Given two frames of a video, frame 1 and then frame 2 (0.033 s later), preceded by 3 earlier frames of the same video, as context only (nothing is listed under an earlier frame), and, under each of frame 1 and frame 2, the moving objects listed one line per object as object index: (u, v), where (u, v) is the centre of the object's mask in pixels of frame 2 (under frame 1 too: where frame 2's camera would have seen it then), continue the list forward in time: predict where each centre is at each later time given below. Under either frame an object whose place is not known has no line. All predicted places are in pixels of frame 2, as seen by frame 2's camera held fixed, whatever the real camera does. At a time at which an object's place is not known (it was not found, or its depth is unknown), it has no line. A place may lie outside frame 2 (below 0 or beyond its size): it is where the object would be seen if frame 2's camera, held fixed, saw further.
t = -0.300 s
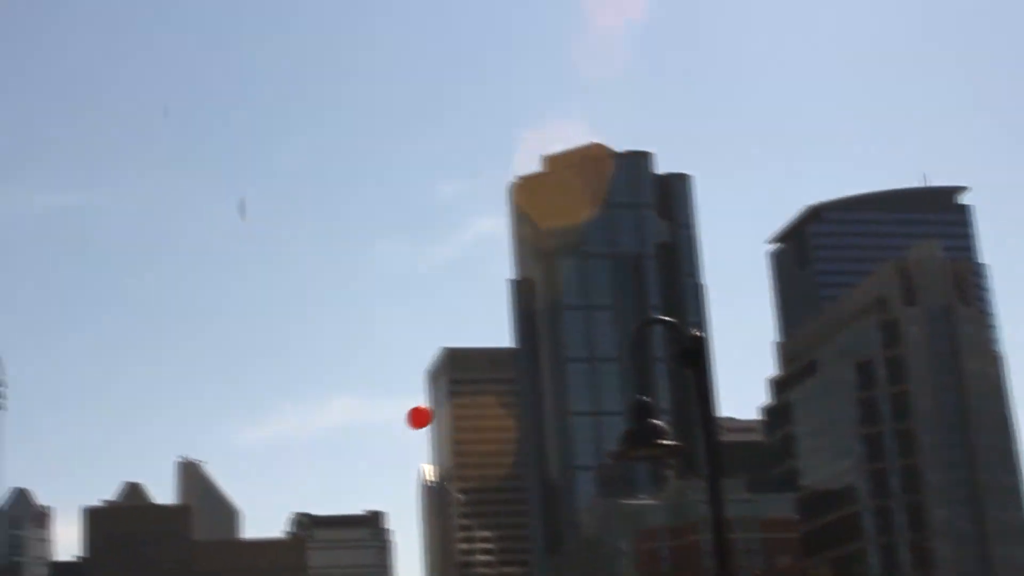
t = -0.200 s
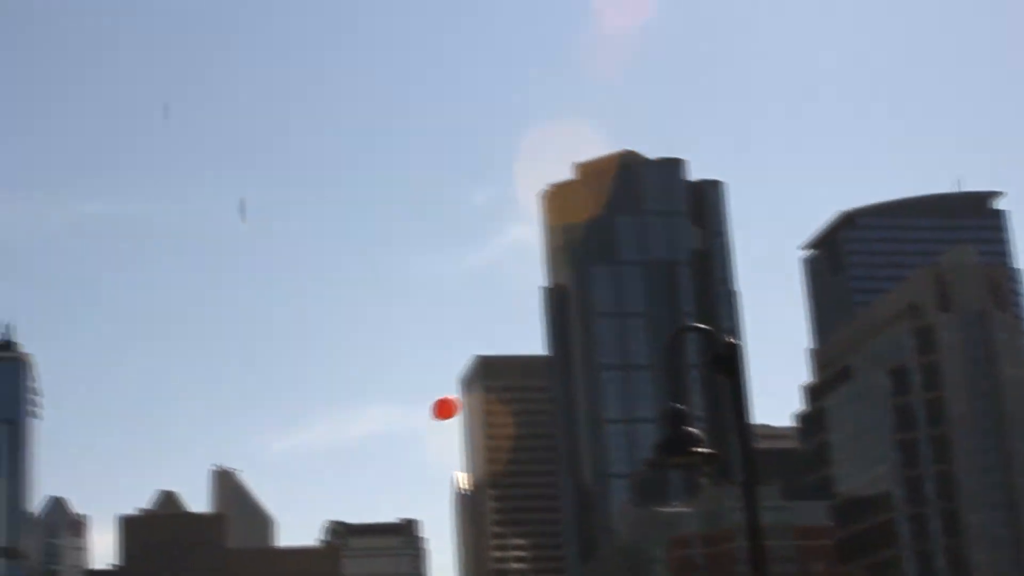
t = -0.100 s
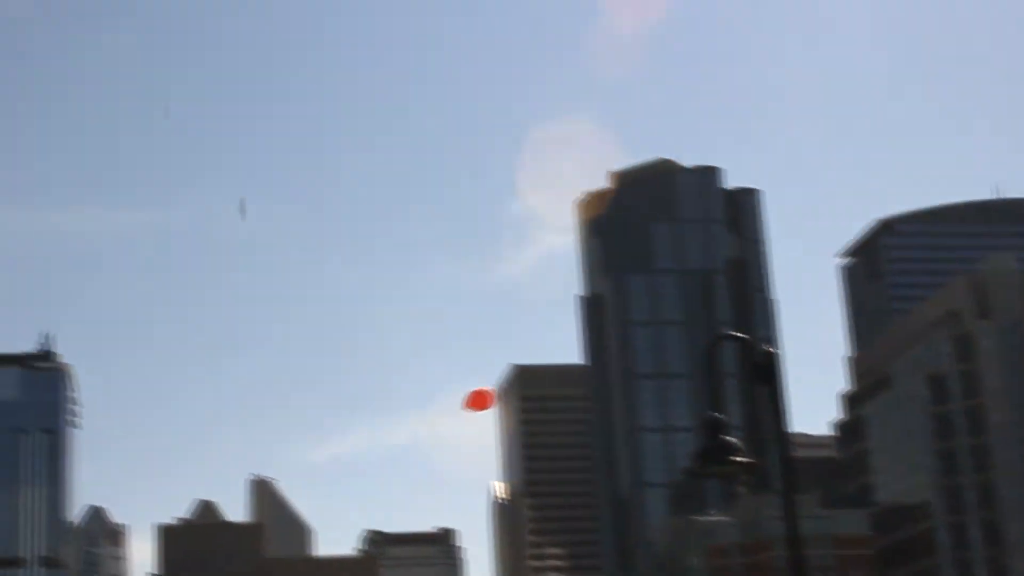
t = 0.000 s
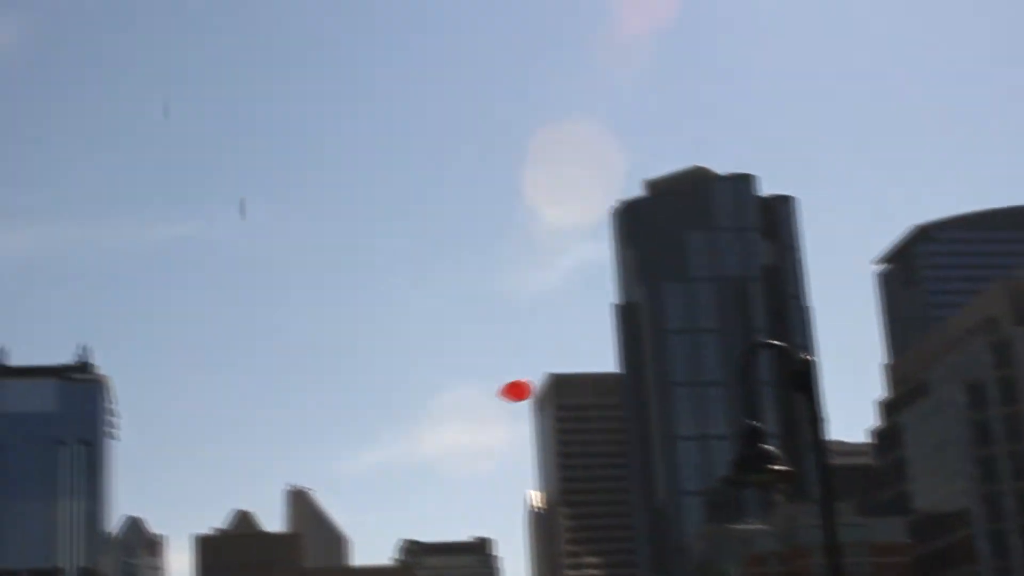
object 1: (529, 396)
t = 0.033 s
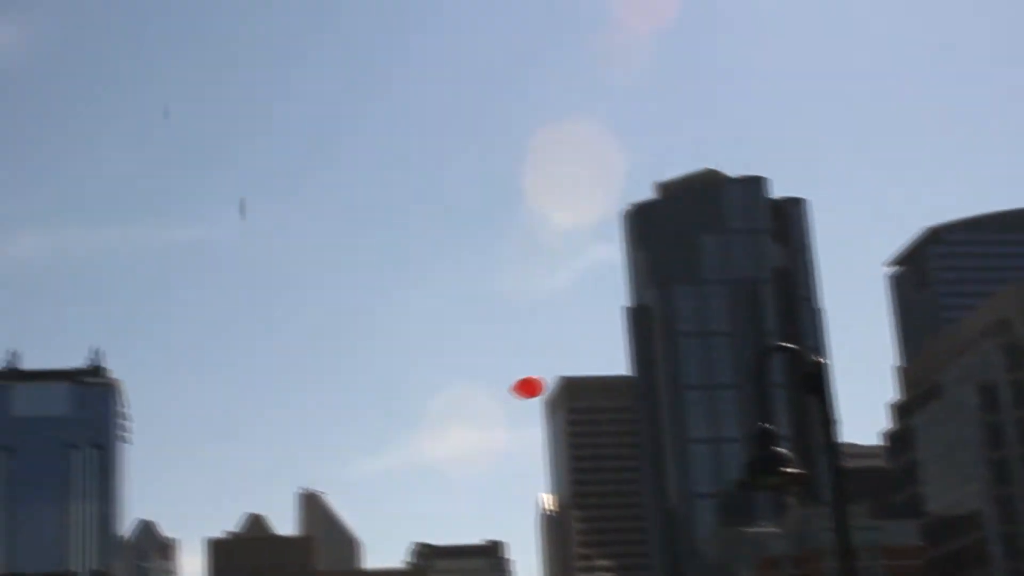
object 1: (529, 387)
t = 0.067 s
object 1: (529, 385)
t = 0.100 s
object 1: (530, 376)
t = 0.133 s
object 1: (530, 371)
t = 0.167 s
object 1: (538, 370)
